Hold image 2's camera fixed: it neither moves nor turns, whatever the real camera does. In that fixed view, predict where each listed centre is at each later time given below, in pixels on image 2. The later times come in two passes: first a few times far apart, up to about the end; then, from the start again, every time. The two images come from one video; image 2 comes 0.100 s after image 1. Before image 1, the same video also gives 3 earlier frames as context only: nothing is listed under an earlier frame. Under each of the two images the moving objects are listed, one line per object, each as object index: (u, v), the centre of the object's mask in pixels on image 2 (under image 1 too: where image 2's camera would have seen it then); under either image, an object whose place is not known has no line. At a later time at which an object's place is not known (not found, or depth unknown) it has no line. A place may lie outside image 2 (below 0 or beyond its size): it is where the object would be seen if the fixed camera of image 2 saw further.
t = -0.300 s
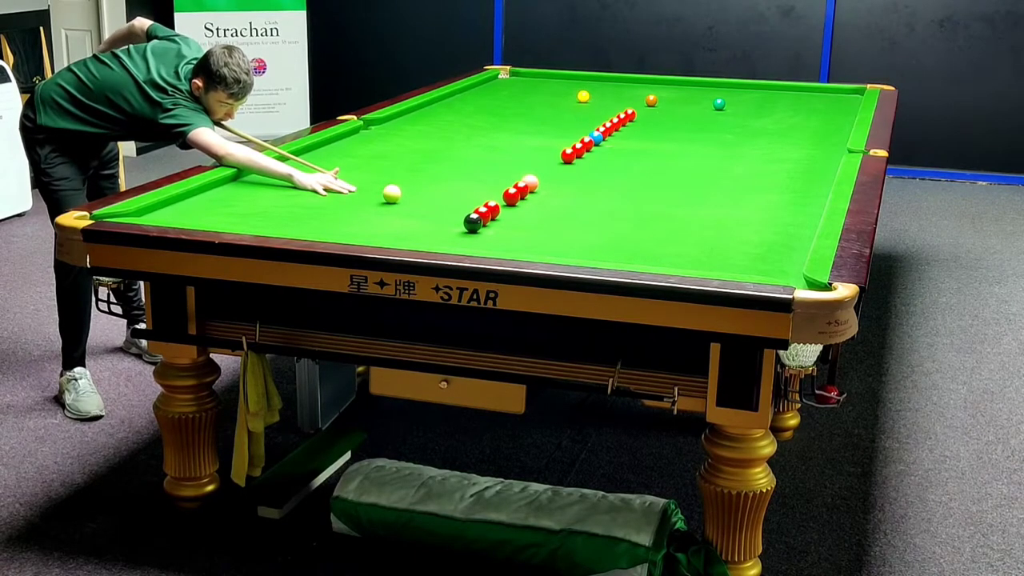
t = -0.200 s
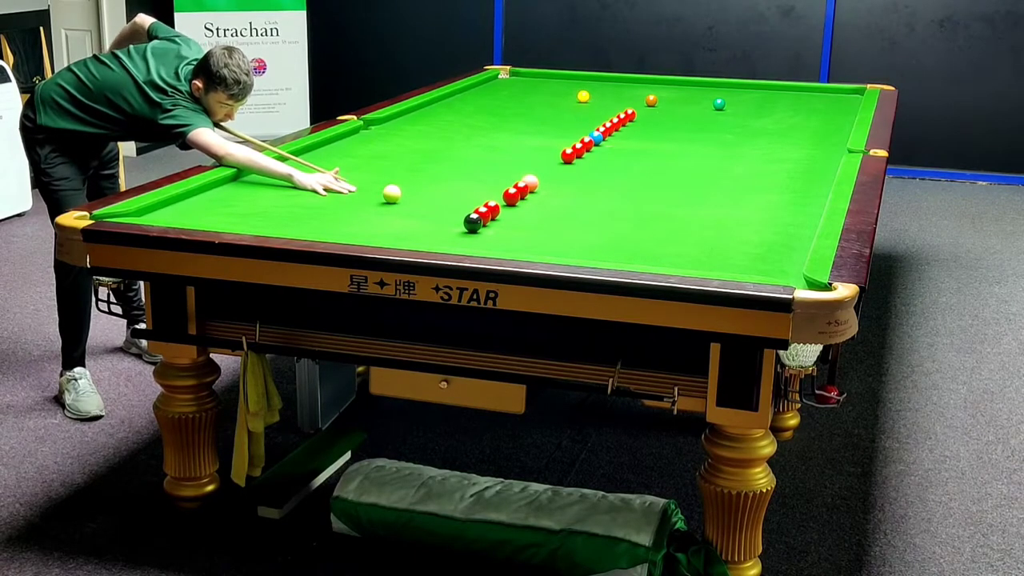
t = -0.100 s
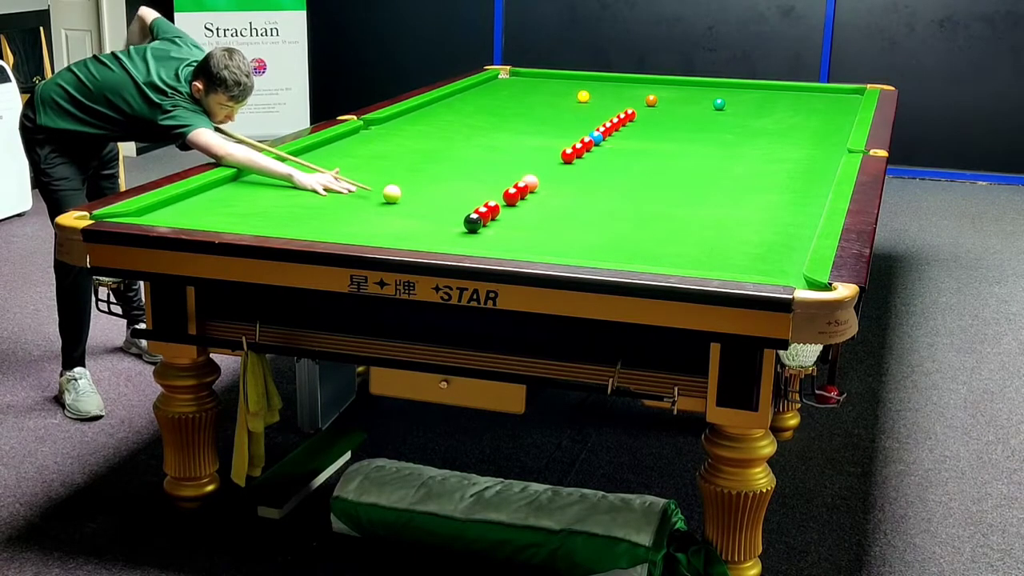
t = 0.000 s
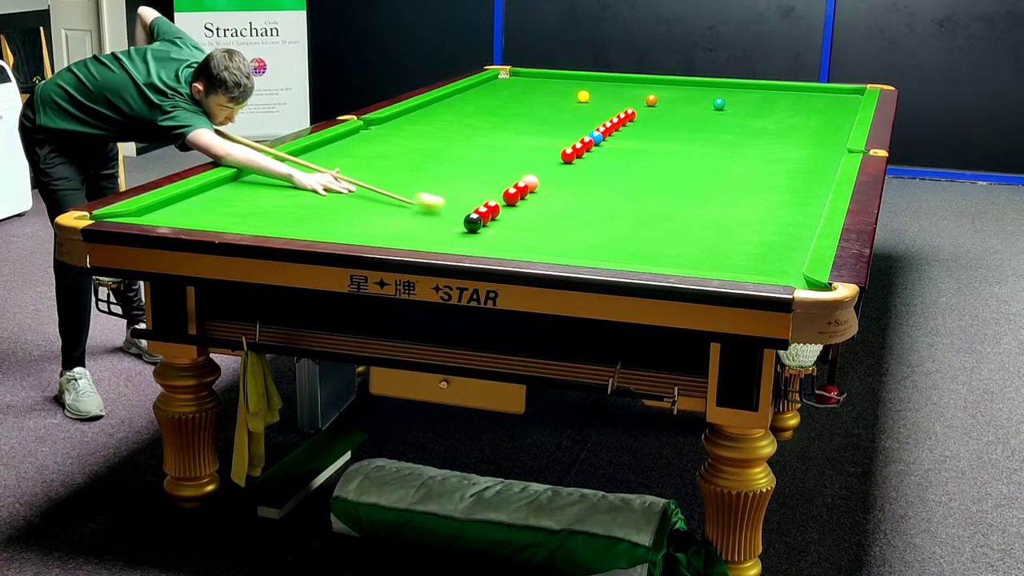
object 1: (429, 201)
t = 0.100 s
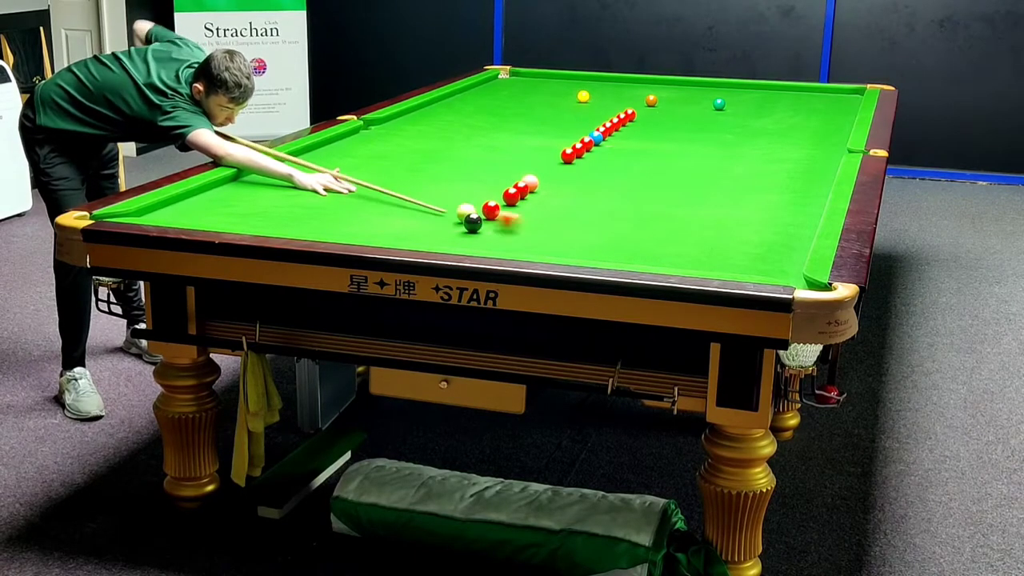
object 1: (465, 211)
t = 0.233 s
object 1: (458, 213)
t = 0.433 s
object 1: (443, 213)
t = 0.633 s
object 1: (430, 212)
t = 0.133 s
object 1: (463, 211)
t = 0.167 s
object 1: (461, 212)
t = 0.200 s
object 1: (459, 213)
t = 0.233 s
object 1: (458, 213)
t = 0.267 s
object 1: (455, 213)
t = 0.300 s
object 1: (453, 213)
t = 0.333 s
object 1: (450, 213)
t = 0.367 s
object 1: (448, 213)
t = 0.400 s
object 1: (445, 213)
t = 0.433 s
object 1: (443, 213)
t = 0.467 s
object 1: (441, 213)
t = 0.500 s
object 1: (438, 213)
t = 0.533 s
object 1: (436, 212)
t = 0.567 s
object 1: (434, 212)
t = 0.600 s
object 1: (432, 212)
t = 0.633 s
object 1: (430, 212)
